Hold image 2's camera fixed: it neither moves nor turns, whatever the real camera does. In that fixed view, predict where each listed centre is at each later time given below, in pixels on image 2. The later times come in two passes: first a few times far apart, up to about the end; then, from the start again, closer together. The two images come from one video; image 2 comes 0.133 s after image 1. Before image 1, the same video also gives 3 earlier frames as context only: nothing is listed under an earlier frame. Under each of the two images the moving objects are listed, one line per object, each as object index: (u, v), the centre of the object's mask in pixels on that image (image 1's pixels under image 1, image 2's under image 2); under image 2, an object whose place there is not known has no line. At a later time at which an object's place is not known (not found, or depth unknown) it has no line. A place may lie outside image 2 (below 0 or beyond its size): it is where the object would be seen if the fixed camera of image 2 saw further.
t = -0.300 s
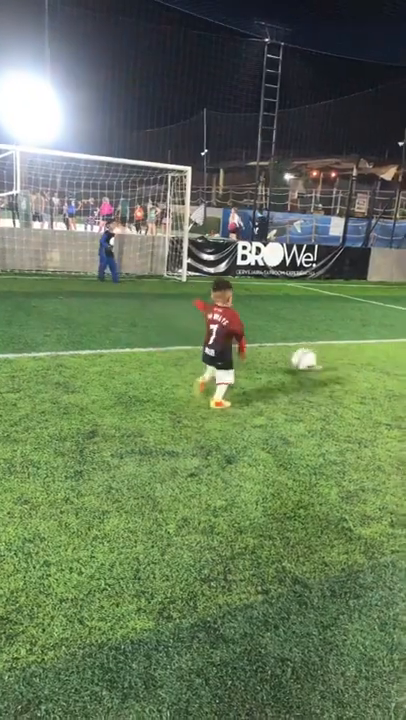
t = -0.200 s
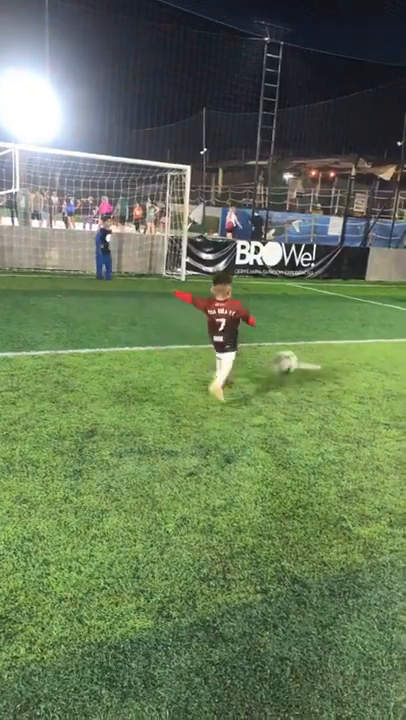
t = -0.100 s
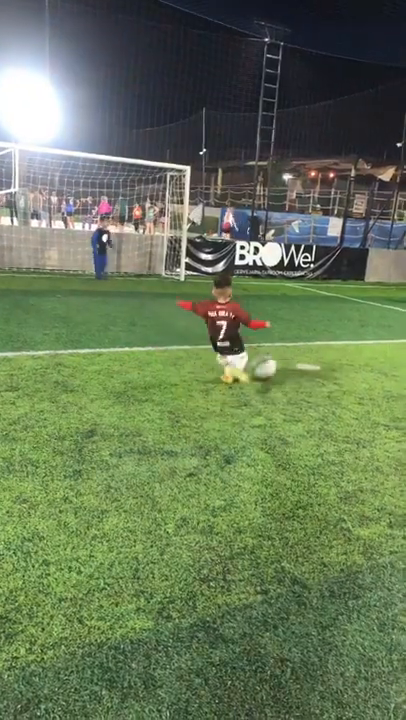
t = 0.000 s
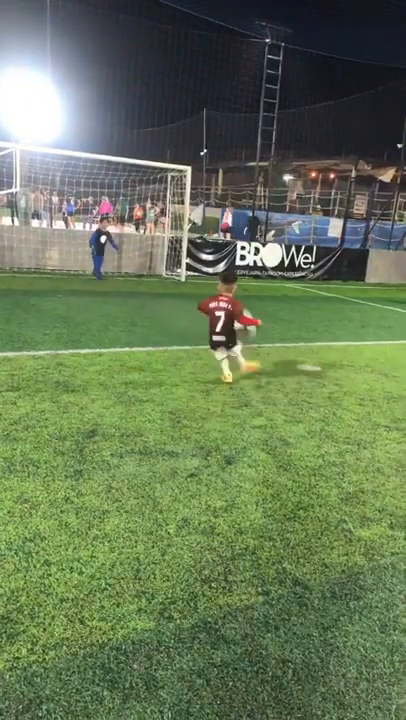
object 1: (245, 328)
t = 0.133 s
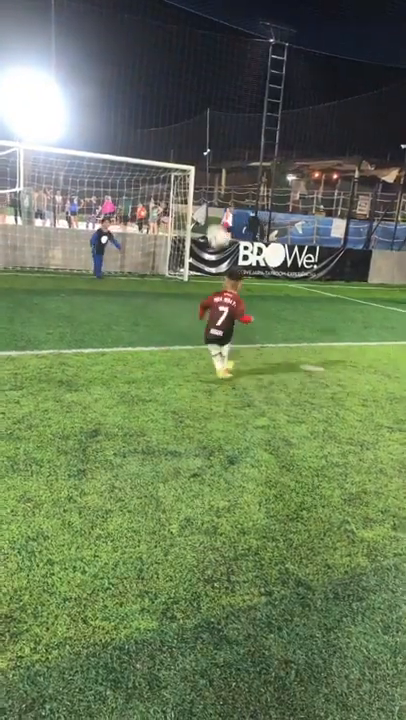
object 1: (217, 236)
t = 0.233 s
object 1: (201, 194)
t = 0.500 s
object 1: (162, 144)
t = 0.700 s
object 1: (139, 148)
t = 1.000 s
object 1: (113, 190)
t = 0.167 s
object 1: (212, 219)
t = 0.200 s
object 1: (206, 204)
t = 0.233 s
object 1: (201, 194)
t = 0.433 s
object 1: (171, 150)
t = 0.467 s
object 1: (167, 147)
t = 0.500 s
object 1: (162, 144)
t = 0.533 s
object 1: (158, 143)
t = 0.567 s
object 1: (154, 143)
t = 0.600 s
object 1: (150, 143)
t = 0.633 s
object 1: (146, 144)
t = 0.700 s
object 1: (139, 148)
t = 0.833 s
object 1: (126, 164)
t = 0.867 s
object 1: (123, 168)
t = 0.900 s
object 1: (120, 172)
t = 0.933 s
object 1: (117, 177)
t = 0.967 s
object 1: (115, 183)
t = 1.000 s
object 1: (113, 190)
